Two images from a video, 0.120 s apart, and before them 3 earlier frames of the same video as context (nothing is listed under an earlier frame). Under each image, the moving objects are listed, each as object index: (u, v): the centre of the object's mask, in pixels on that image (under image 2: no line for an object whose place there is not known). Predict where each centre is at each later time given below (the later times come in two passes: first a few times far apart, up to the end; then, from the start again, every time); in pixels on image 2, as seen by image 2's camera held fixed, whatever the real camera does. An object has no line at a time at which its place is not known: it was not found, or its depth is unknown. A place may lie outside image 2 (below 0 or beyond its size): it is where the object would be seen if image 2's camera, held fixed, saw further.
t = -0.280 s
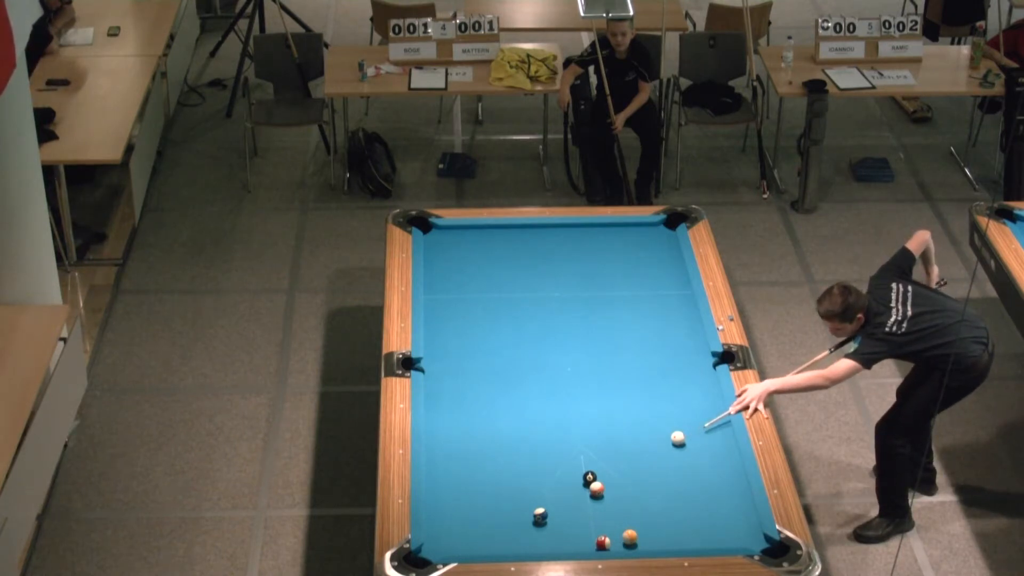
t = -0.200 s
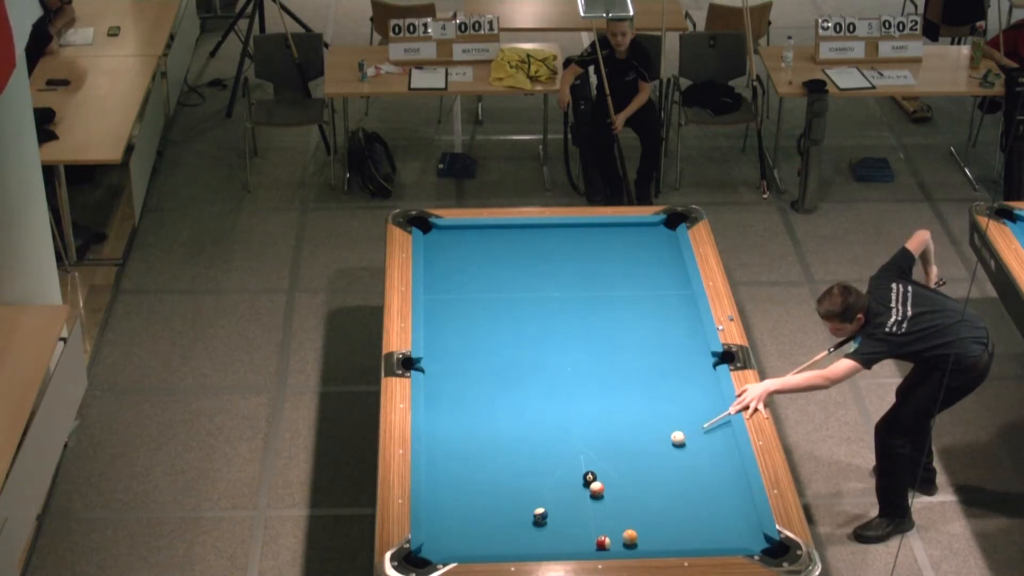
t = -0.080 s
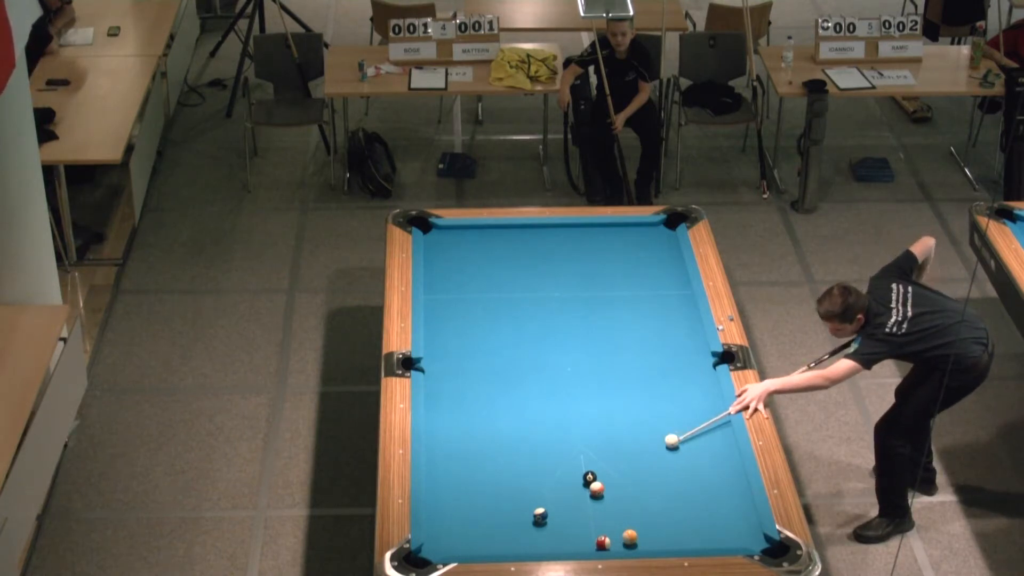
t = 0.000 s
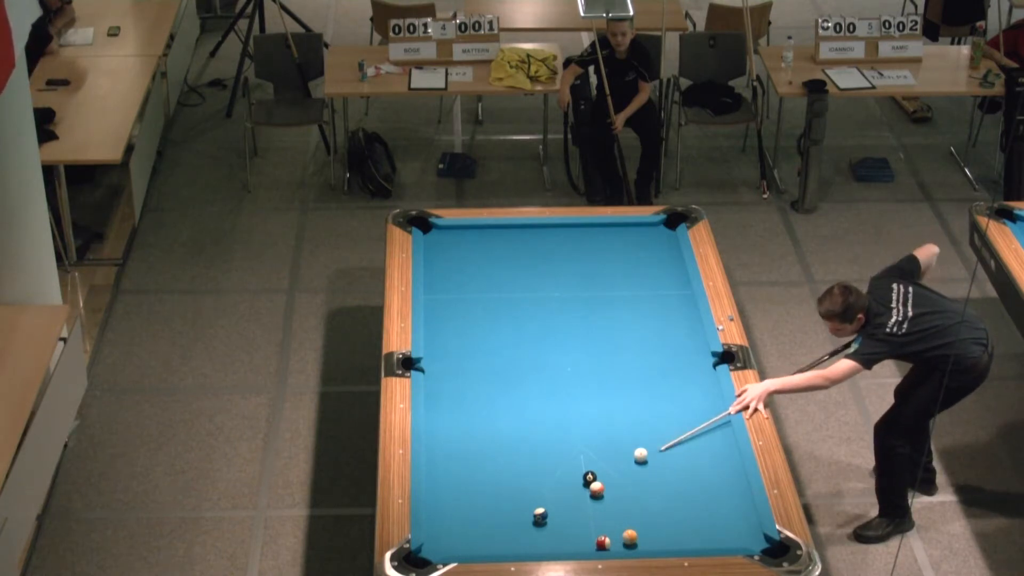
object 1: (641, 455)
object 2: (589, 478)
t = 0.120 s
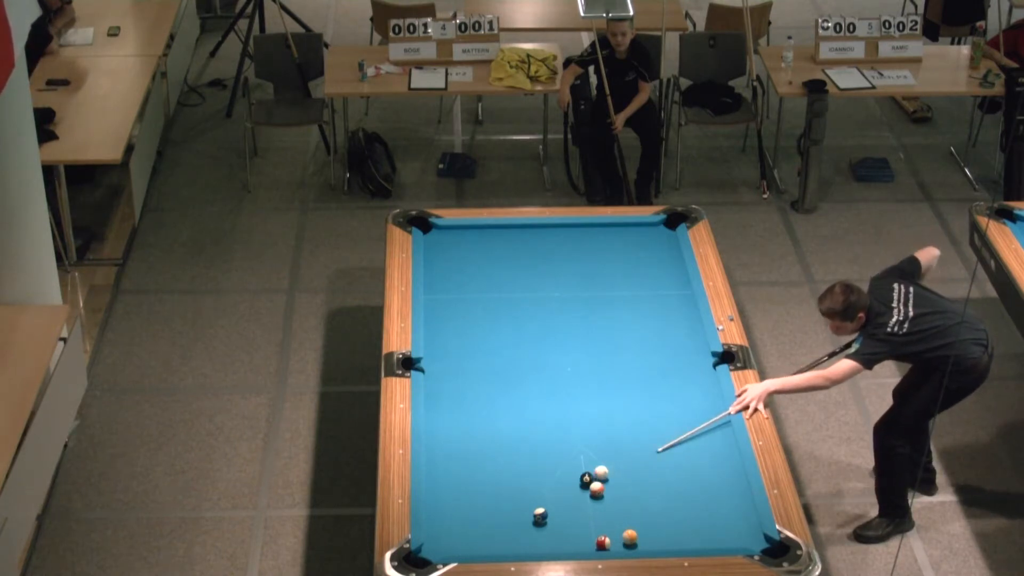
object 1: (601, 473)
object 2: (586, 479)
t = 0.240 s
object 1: (603, 473)
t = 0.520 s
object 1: (607, 471)
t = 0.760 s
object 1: (609, 471)
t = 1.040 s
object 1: (611, 470)
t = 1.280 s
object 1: (612, 470)
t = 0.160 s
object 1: (601, 473)
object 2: (573, 487)
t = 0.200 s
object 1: (602, 473)
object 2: (560, 492)
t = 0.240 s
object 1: (603, 473)
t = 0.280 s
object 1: (603, 472)
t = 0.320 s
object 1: (604, 472)
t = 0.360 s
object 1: (605, 472)
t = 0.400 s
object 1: (605, 472)
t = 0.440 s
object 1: (606, 472)
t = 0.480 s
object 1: (606, 471)
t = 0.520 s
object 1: (607, 471)
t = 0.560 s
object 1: (607, 471)
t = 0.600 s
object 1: (608, 471)
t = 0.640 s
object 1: (608, 471)
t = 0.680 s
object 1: (608, 471)
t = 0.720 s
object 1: (609, 471)
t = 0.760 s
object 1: (609, 471)
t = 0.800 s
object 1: (609, 470)
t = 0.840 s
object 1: (610, 470)
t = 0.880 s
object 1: (610, 470)
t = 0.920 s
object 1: (610, 470)
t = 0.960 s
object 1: (611, 470)
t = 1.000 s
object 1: (611, 470)
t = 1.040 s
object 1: (611, 470)
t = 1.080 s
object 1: (611, 470)
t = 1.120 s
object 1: (612, 470)
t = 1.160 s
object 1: (612, 470)
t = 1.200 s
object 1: (612, 470)
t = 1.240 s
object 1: (612, 470)
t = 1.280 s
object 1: (612, 470)
